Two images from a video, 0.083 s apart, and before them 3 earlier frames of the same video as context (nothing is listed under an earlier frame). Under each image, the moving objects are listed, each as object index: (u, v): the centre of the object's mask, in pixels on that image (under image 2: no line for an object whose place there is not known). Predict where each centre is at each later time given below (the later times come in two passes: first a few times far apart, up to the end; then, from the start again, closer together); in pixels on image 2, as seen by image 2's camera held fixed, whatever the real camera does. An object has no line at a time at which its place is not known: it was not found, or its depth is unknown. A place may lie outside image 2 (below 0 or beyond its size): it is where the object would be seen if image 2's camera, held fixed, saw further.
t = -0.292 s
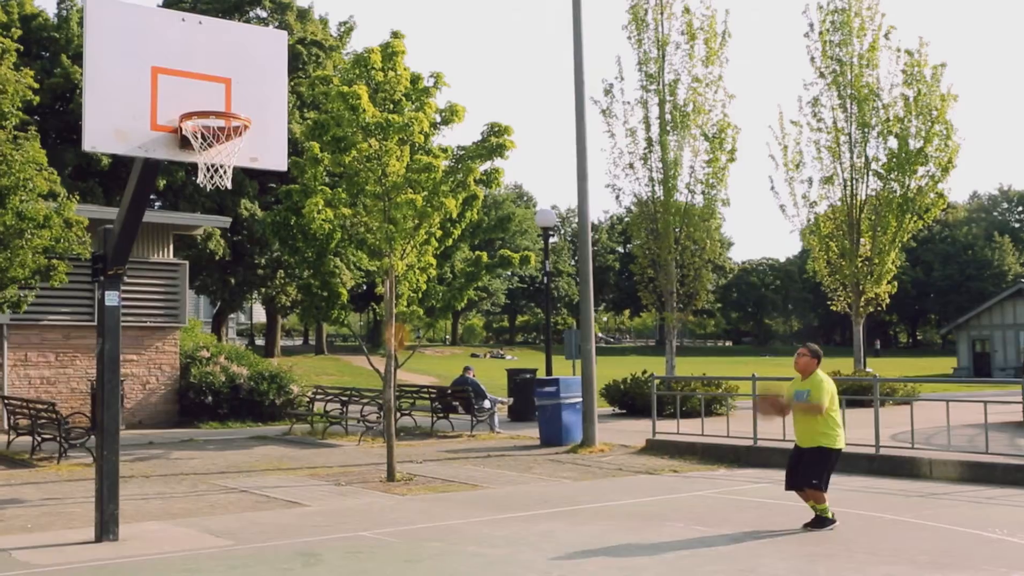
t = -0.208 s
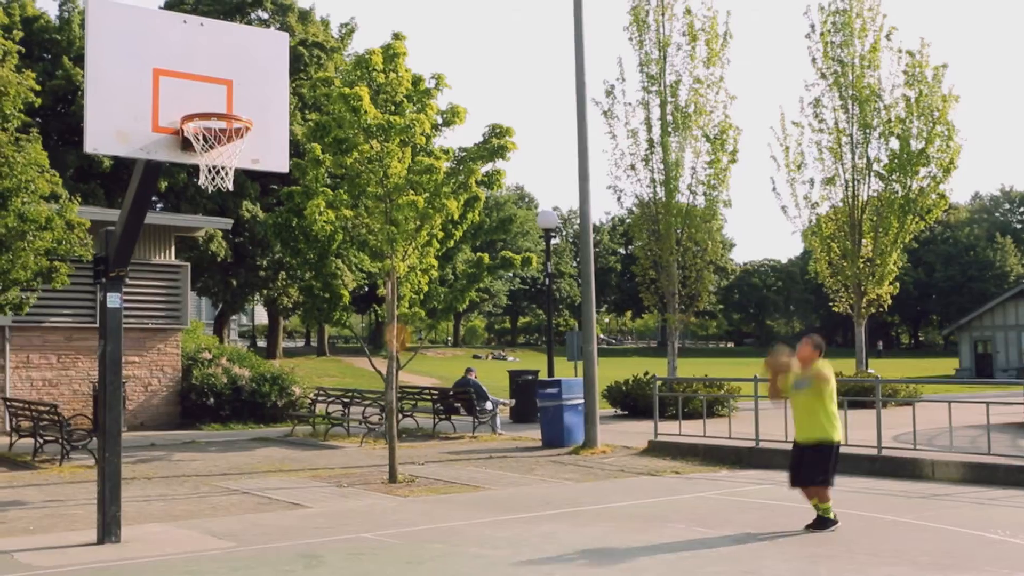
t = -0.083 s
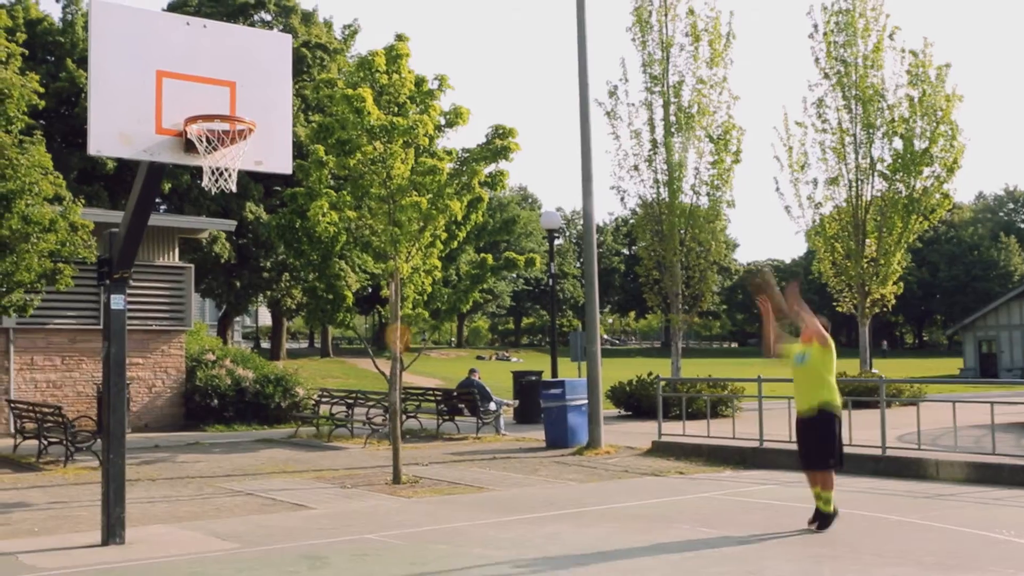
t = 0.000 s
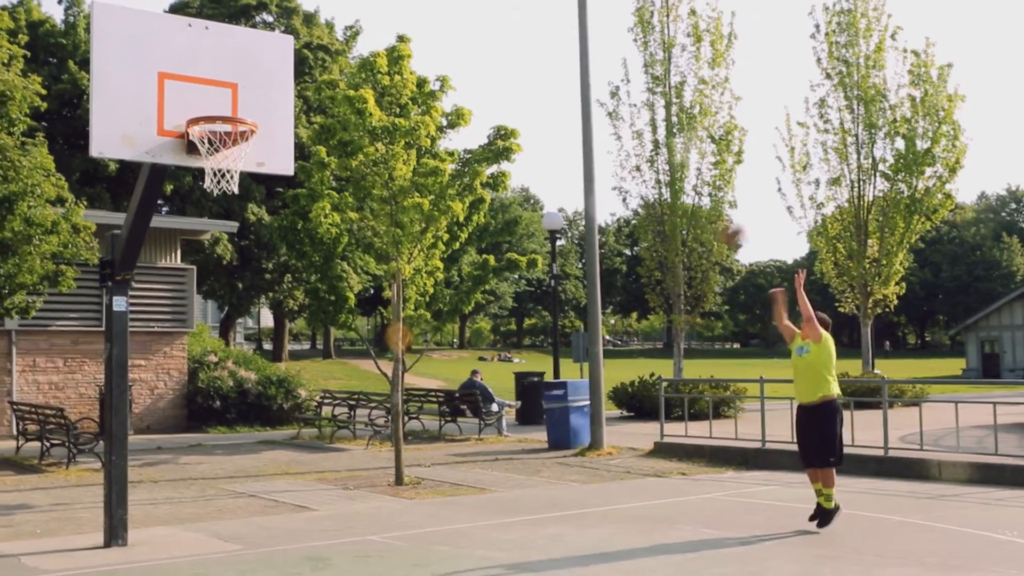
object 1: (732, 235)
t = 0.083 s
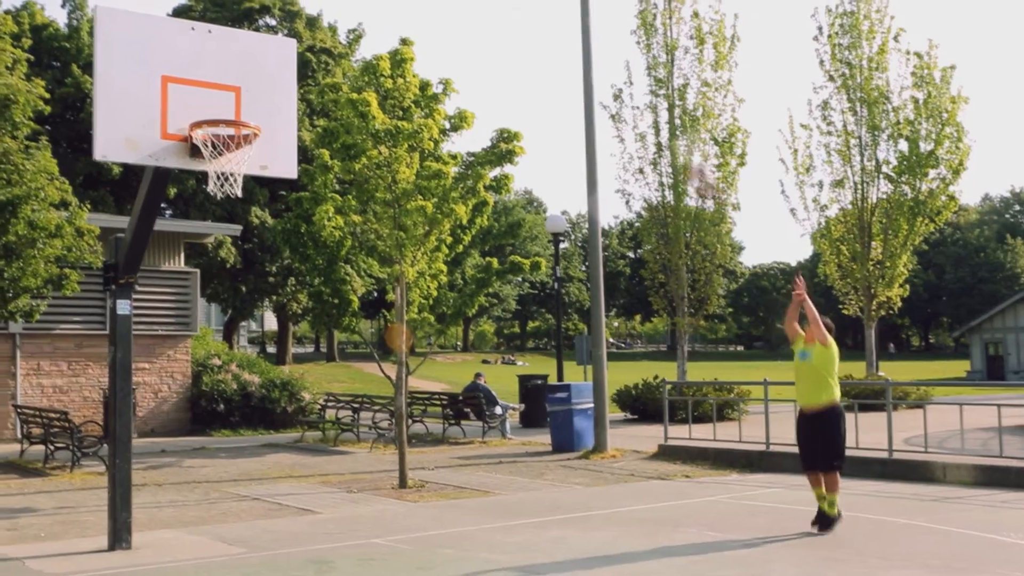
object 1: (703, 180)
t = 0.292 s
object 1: (605, 72)
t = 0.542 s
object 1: (497, 10)
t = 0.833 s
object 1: (349, 27)
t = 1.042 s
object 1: (242, 106)
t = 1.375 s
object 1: (202, 301)
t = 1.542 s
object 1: (198, 441)
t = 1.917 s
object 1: (238, 394)
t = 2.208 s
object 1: (283, 323)
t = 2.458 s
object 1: (321, 351)
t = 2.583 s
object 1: (337, 389)
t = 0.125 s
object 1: (682, 154)
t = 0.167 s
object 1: (667, 134)
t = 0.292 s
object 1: (605, 72)
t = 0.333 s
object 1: (591, 59)
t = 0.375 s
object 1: (577, 48)
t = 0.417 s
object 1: (560, 37)
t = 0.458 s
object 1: (529, 22)
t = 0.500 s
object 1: (513, 15)
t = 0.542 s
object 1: (497, 10)
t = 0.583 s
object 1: (481, 7)
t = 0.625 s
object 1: (451, 3)
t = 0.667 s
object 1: (433, 3)
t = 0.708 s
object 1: (415, 5)
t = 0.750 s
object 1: (398, 8)
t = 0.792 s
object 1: (371, 17)
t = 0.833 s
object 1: (349, 27)
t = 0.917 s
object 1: (306, 56)
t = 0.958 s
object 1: (287, 68)
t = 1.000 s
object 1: (261, 87)
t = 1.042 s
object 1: (242, 106)
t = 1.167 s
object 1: (203, 181)
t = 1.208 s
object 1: (204, 197)
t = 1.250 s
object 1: (203, 218)
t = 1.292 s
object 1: (202, 252)
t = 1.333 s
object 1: (202, 273)
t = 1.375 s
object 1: (202, 301)
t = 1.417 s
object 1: (203, 339)
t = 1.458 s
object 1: (200, 382)
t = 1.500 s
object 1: (196, 412)
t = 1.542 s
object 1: (198, 441)
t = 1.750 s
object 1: (209, 486)
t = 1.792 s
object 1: (220, 455)
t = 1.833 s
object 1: (225, 432)
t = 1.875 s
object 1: (230, 414)
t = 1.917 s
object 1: (238, 394)
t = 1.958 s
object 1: (247, 373)
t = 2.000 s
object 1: (252, 360)
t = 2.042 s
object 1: (257, 349)
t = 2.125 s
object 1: (273, 330)
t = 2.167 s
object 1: (277, 325)
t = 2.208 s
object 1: (283, 323)
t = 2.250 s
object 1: (290, 322)
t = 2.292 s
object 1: (295, 323)
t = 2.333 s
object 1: (301, 326)
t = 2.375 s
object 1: (307, 331)
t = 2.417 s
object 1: (316, 342)
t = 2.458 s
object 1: (321, 351)
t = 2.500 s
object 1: (326, 362)
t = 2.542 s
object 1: (331, 375)
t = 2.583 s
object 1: (337, 389)
